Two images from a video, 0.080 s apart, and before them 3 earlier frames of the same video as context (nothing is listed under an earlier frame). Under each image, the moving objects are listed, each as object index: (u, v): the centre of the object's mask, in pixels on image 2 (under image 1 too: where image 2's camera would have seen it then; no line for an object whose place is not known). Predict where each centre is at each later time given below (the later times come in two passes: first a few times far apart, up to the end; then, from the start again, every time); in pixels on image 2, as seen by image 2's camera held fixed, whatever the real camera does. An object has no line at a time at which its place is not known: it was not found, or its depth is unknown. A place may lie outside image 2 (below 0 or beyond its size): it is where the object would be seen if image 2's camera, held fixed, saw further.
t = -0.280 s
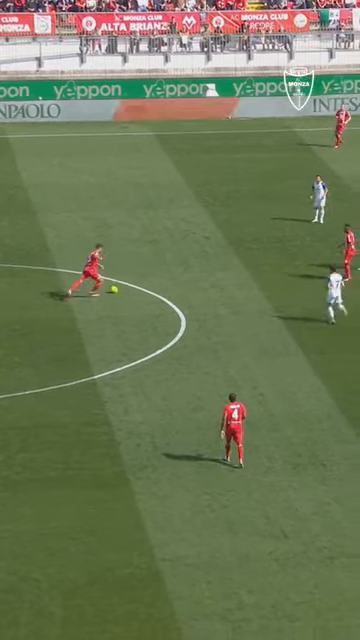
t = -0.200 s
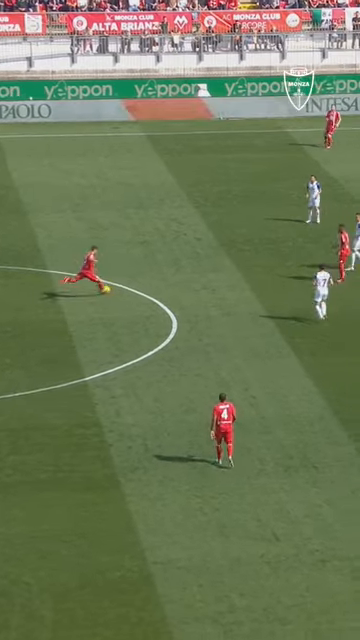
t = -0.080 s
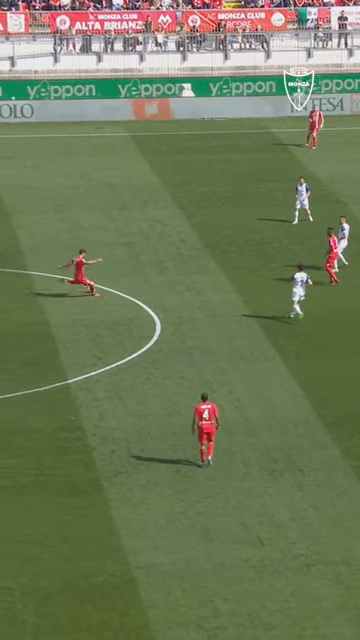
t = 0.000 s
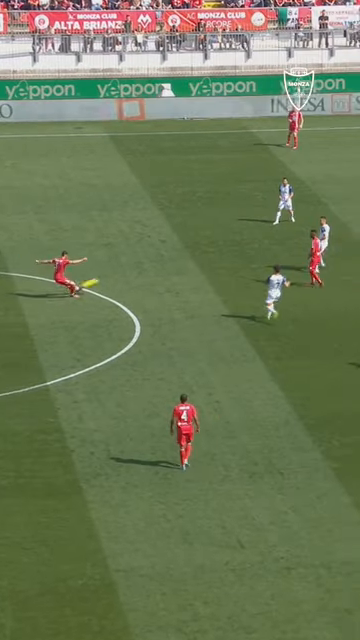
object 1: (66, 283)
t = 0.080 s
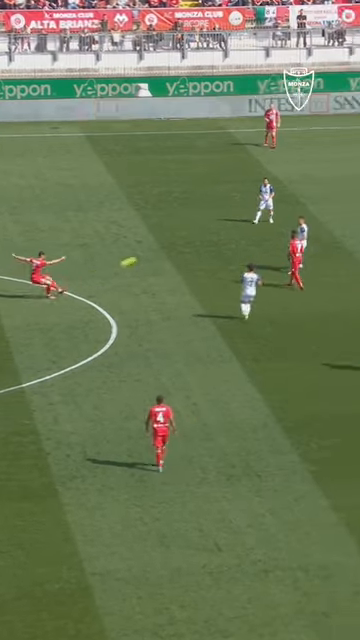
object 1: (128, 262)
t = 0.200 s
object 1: (215, 233)
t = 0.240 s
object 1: (243, 223)
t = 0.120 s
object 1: (157, 251)
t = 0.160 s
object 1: (186, 242)
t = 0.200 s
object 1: (215, 233)
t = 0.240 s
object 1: (243, 223)
